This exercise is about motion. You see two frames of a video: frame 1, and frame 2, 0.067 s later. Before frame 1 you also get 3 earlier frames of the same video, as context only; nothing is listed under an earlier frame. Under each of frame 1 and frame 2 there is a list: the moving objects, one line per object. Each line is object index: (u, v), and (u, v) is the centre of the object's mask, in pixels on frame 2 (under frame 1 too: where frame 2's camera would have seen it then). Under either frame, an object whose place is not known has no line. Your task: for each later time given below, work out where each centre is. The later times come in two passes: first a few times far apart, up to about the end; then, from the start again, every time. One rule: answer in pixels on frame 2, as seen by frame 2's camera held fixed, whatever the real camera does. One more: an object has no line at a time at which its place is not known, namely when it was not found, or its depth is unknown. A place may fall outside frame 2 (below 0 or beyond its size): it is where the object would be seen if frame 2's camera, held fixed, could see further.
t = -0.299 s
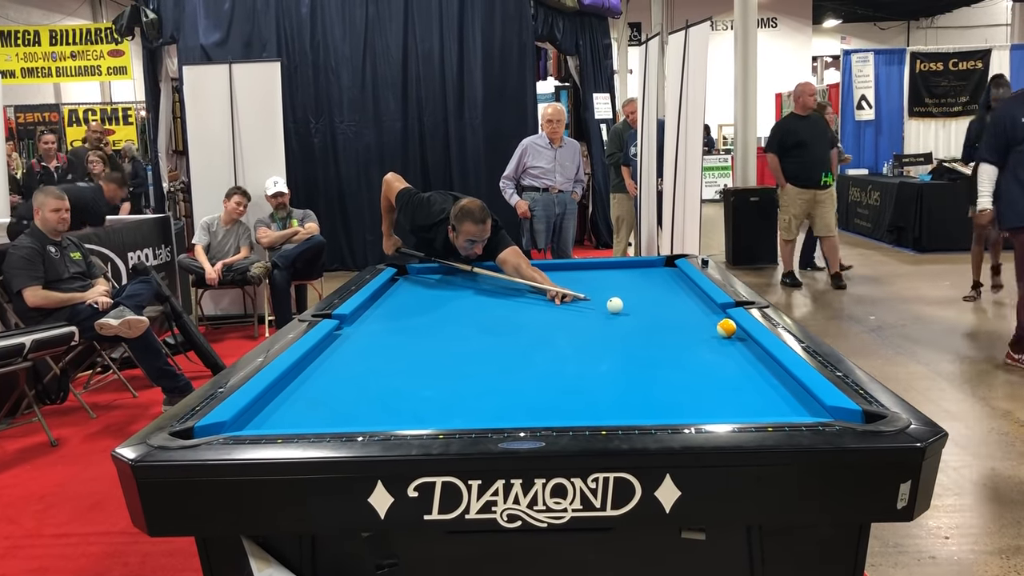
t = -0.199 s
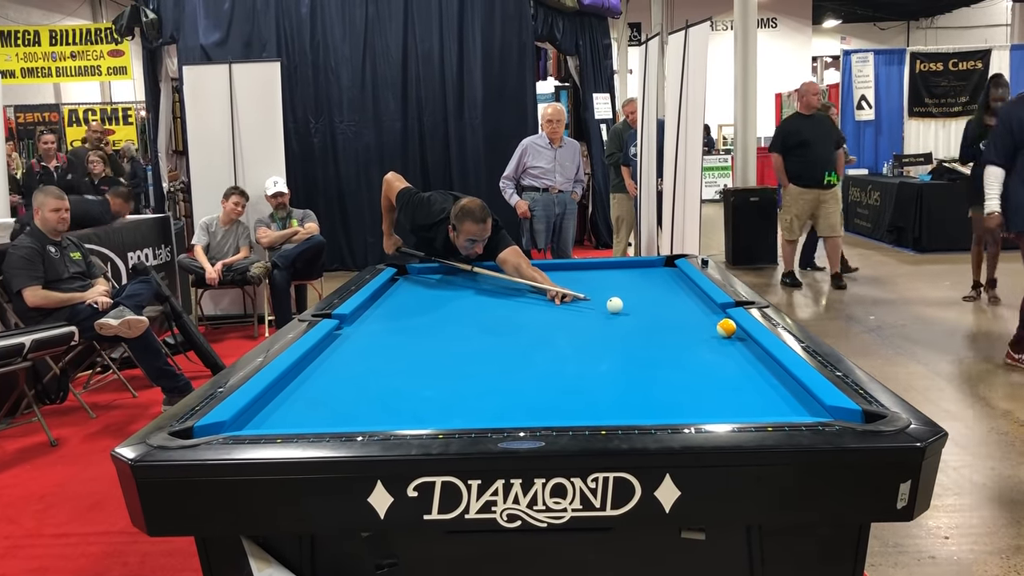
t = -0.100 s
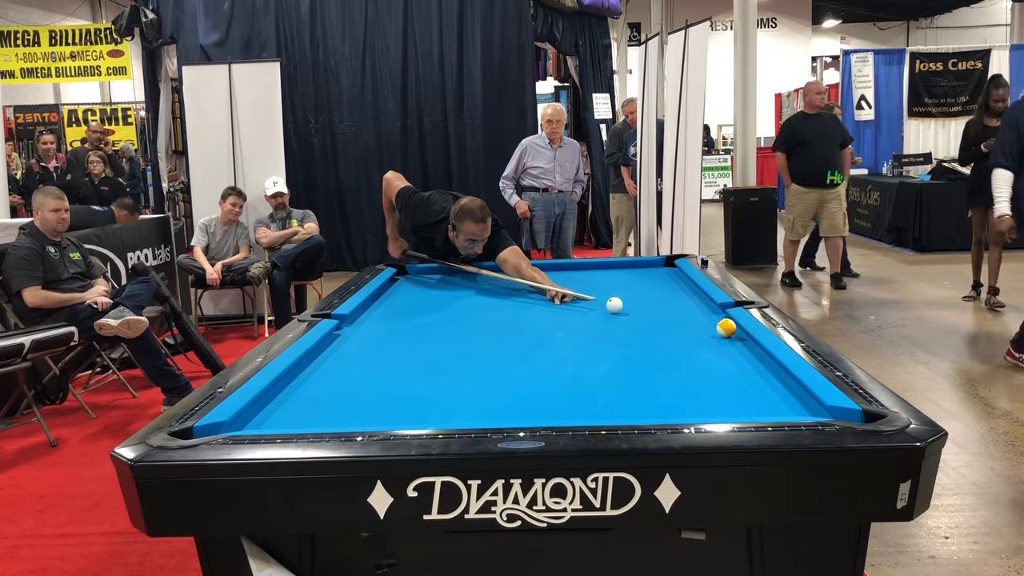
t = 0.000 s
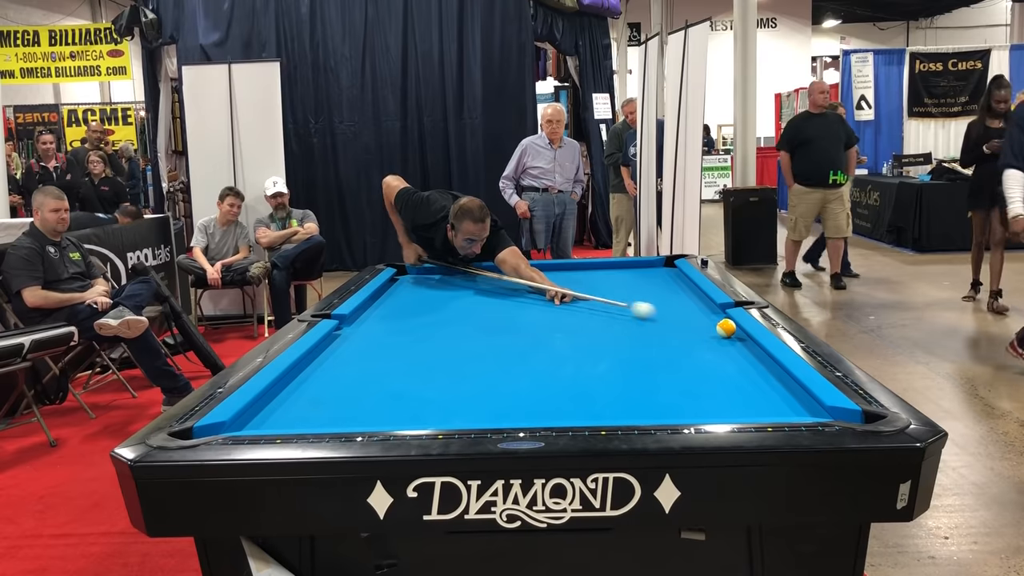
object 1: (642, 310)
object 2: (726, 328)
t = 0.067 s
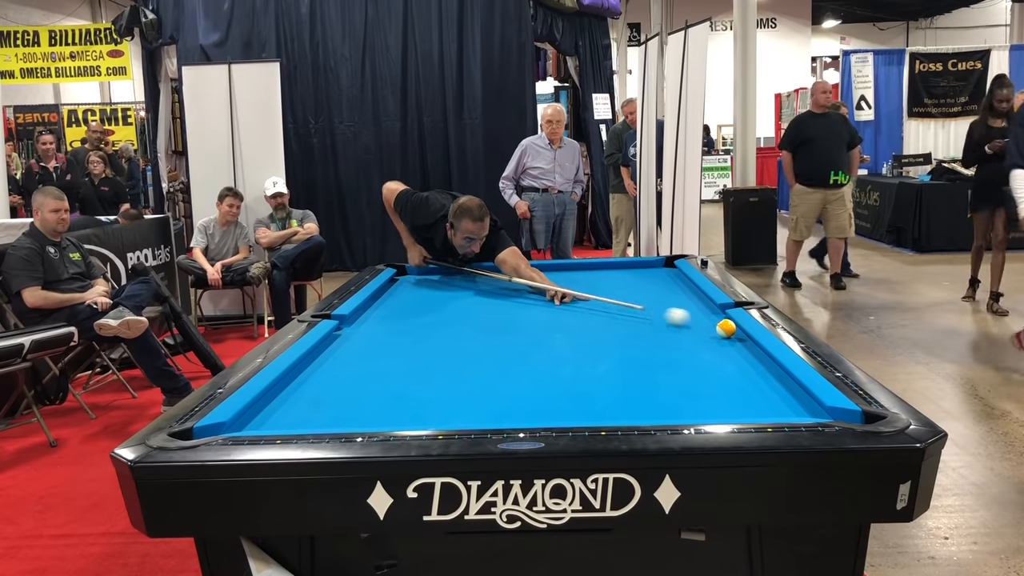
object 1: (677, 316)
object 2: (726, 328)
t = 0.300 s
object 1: (689, 326)
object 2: (745, 344)
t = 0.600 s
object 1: (623, 333)
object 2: (777, 375)
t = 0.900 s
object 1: (556, 341)
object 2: (811, 410)
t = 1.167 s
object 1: (496, 348)
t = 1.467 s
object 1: (428, 357)
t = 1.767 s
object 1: (358, 365)
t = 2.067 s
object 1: (298, 373)
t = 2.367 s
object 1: (333, 376)
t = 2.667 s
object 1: (365, 378)
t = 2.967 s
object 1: (396, 380)
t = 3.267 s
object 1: (425, 382)
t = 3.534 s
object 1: (449, 384)
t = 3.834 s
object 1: (474, 386)
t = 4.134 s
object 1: (498, 388)
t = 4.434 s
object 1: (519, 390)
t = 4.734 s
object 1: (538, 391)
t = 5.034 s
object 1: (554, 393)
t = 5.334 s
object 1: (568, 394)
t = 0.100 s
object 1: (694, 319)
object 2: (726, 328)
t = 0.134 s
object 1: (709, 322)
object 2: (726, 328)
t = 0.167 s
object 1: (725, 319)
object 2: (728, 330)
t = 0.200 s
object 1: (718, 324)
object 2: (732, 333)
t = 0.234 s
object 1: (708, 325)
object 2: (736, 337)
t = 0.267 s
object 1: (698, 325)
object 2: (741, 340)
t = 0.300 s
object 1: (689, 326)
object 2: (745, 344)
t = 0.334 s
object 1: (681, 326)
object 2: (749, 347)
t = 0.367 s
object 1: (673, 327)
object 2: (753, 351)
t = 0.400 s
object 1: (666, 328)
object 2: (757, 354)
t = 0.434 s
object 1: (659, 329)
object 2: (761, 357)
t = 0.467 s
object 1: (652, 330)
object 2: (764, 361)
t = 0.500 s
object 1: (644, 331)
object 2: (767, 364)
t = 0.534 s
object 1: (637, 331)
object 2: (770, 368)
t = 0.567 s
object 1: (630, 332)
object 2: (773, 371)
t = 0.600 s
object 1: (623, 333)
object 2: (777, 375)
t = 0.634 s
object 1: (615, 334)
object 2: (780, 379)
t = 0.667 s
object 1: (608, 335)
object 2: (784, 383)
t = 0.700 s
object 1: (600, 336)
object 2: (787, 387)
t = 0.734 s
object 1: (593, 337)
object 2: (791, 391)
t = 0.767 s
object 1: (586, 338)
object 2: (795, 396)
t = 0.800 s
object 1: (578, 338)
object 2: (799, 400)
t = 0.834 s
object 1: (571, 339)
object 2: (803, 404)
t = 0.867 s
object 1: (563, 340)
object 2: (807, 407)
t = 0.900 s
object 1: (556, 341)
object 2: (811, 410)
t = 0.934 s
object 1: (548, 342)
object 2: (816, 412)
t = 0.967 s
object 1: (541, 343)
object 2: (826, 413)
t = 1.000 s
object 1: (534, 344)
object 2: (835, 414)
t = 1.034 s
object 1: (526, 345)
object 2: (844, 415)
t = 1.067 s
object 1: (519, 346)
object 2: (852, 418)
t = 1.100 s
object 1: (511, 347)
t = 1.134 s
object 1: (504, 347)
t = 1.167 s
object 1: (496, 348)
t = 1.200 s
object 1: (489, 349)
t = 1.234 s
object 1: (481, 350)
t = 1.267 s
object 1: (474, 351)
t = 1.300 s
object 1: (466, 352)
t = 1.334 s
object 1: (458, 353)
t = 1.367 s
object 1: (451, 354)
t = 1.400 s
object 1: (443, 355)
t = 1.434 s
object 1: (435, 356)
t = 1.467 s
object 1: (428, 357)
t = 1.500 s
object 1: (420, 358)
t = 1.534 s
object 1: (412, 359)
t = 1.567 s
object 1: (404, 359)
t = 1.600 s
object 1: (397, 360)
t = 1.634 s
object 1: (389, 361)
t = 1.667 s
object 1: (381, 362)
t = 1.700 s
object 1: (373, 363)
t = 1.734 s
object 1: (365, 364)
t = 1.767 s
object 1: (358, 365)
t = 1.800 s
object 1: (350, 366)
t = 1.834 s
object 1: (342, 367)
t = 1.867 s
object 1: (334, 368)
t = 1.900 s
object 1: (326, 369)
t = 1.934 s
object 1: (318, 370)
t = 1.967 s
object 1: (310, 371)
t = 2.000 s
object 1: (302, 372)
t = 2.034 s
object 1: (295, 373)
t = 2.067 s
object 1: (298, 373)
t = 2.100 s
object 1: (303, 373)
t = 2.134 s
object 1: (306, 374)
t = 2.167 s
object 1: (310, 374)
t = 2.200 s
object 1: (314, 374)
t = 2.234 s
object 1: (317, 375)
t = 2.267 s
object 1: (321, 375)
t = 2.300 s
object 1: (325, 375)
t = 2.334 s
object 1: (329, 375)
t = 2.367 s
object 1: (333, 376)
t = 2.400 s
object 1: (337, 376)
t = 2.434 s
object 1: (340, 376)
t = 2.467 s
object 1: (344, 377)
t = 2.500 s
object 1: (347, 377)
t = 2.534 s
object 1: (351, 377)
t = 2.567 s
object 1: (354, 377)
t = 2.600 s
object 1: (358, 377)
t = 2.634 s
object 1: (361, 378)
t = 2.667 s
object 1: (365, 378)
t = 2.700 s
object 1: (369, 378)
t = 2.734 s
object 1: (372, 378)
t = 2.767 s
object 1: (375, 379)
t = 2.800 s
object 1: (379, 379)
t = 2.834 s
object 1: (382, 379)
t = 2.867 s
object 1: (386, 379)
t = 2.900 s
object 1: (389, 380)
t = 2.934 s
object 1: (392, 380)
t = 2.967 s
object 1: (396, 380)
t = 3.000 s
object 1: (399, 380)
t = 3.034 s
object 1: (402, 381)
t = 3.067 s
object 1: (406, 381)
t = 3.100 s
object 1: (409, 381)
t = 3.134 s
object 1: (412, 382)
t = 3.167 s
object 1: (415, 382)
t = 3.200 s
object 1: (419, 382)
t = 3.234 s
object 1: (422, 382)
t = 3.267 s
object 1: (425, 382)
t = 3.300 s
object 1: (428, 383)
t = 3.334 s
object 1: (431, 383)
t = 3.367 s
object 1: (434, 383)
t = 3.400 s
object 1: (437, 383)
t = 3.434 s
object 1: (440, 383)
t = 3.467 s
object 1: (443, 384)
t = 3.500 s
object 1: (446, 384)
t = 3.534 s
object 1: (449, 384)
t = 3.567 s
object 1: (452, 384)
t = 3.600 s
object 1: (455, 385)
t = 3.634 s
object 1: (458, 385)
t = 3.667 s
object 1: (461, 385)
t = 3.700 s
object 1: (464, 385)
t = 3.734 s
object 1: (466, 386)
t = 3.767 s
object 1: (469, 386)
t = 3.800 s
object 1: (472, 386)
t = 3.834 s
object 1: (474, 386)
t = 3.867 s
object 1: (477, 386)
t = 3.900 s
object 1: (480, 387)
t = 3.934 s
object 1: (482, 387)
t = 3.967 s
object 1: (485, 387)
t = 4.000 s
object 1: (488, 387)
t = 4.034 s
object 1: (490, 387)
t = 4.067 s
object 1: (492, 388)
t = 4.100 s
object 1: (495, 388)
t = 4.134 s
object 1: (498, 388)
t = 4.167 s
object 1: (500, 388)
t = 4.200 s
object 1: (502, 388)
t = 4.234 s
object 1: (505, 389)
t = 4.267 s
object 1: (507, 389)
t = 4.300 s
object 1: (510, 389)
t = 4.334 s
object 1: (512, 389)
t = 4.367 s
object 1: (514, 390)
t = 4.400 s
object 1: (516, 390)
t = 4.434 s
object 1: (519, 390)
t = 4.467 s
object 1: (521, 390)
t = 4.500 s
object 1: (523, 390)
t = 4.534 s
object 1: (525, 390)
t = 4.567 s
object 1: (528, 391)
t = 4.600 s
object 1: (530, 391)
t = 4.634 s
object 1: (532, 391)
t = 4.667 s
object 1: (534, 391)
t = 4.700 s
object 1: (536, 391)
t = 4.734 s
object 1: (538, 391)
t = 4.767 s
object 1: (540, 392)
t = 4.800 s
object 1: (541, 392)
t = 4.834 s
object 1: (543, 392)
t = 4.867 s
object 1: (545, 392)
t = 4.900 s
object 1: (547, 392)
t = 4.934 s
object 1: (549, 392)
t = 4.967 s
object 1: (551, 392)
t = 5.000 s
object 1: (552, 393)
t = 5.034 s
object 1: (554, 393)
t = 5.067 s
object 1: (556, 393)
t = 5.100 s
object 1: (557, 393)
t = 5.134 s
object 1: (559, 393)
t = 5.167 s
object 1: (560, 393)
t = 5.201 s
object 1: (562, 393)
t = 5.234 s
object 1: (564, 393)
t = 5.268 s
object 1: (565, 393)
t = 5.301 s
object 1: (567, 393)
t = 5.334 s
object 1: (568, 394)
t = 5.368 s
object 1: (569, 394)
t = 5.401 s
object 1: (571, 394)
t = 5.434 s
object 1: (572, 394)
